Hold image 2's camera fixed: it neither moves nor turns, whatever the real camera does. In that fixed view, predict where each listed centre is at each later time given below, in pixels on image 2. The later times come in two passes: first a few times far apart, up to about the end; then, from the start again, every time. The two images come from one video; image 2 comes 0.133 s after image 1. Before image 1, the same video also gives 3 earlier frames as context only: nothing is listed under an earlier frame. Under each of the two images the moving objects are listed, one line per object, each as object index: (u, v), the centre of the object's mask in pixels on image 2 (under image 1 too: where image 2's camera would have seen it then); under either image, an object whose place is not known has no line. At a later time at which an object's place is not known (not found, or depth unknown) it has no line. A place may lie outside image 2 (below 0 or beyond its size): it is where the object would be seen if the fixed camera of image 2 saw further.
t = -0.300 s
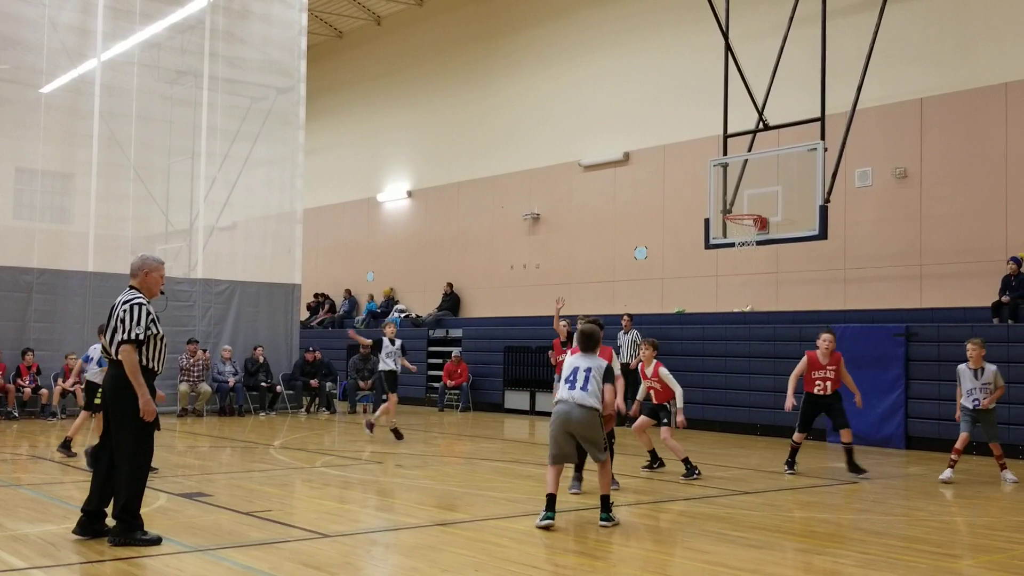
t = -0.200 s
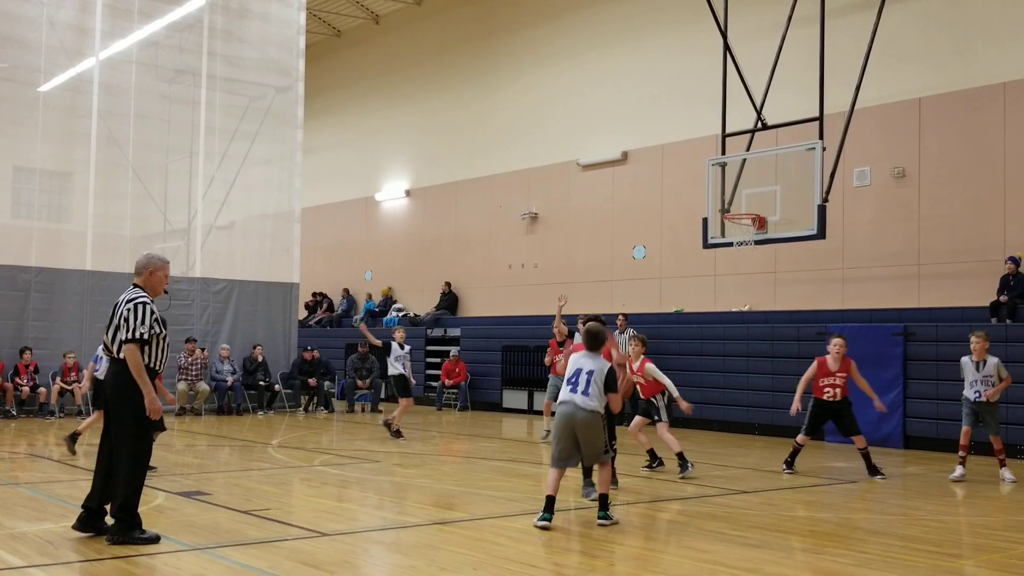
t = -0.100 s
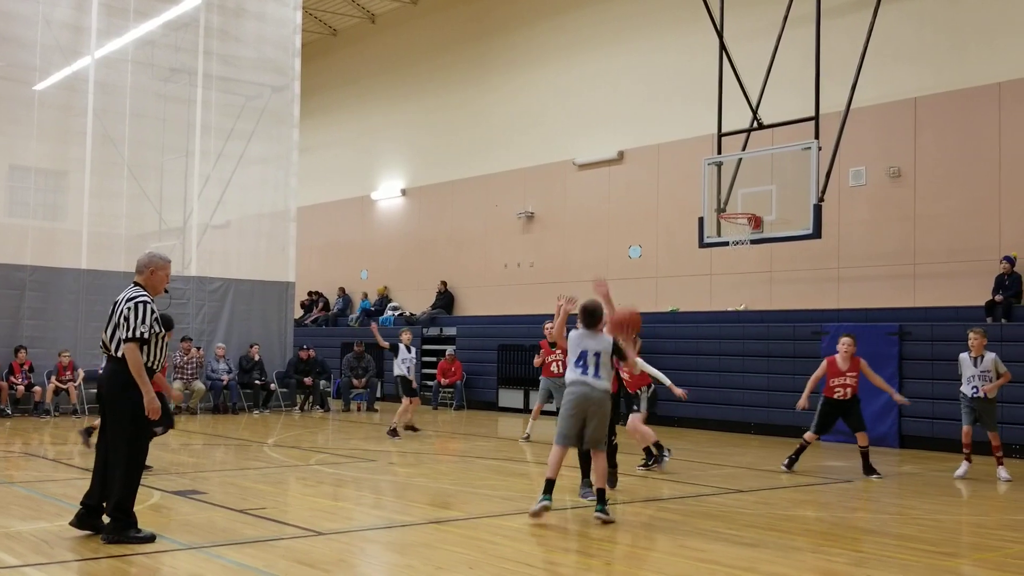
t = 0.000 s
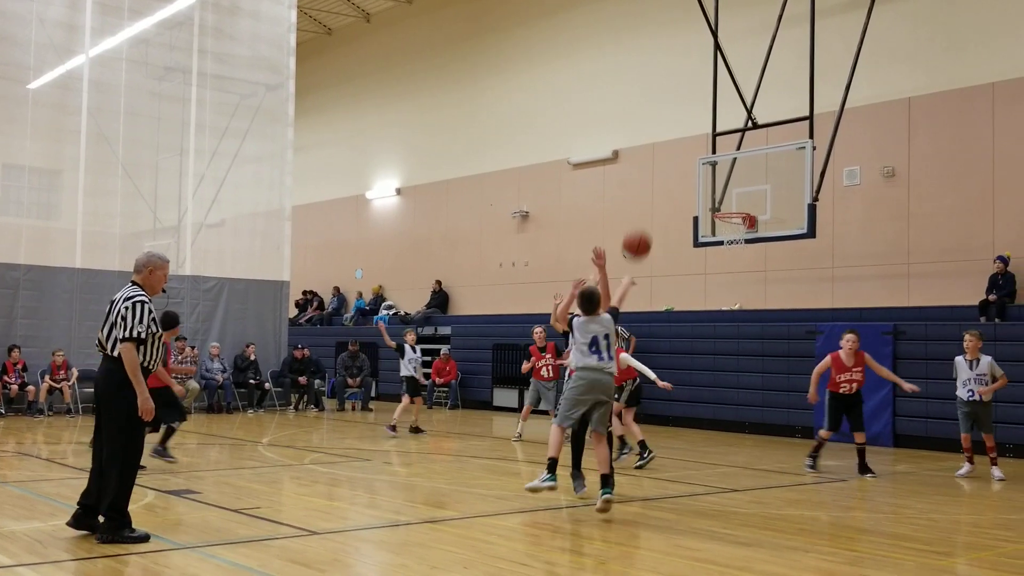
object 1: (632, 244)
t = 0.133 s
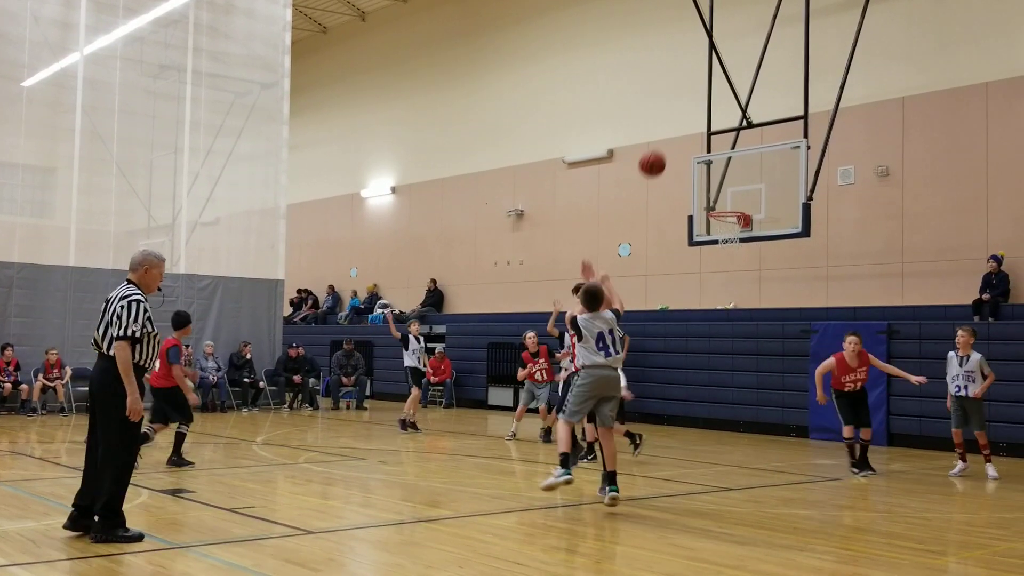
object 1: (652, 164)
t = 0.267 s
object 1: (670, 114)
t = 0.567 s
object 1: (700, 81)
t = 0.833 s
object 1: (718, 121)
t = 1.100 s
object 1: (731, 205)
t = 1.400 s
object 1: (778, 254)
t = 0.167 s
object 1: (657, 149)
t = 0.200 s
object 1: (661, 135)
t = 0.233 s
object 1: (666, 123)
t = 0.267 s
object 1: (670, 114)
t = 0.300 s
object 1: (674, 105)
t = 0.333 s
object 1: (678, 98)
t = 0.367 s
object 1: (681, 92)
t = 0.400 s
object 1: (684, 87)
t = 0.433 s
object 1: (688, 84)
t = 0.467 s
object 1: (691, 82)
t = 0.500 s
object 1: (694, 80)
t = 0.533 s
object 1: (697, 80)
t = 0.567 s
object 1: (700, 81)
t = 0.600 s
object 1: (703, 84)
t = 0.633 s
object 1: (705, 87)
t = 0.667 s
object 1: (708, 90)
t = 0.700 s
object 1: (710, 95)
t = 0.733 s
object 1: (712, 100)
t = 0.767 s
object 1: (715, 106)
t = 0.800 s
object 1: (716, 113)
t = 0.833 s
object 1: (718, 121)
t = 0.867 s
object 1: (720, 130)
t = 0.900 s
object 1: (722, 139)
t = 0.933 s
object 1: (724, 148)
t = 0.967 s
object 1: (726, 159)
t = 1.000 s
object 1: (727, 169)
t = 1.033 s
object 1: (729, 180)
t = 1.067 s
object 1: (730, 193)
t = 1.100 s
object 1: (731, 205)
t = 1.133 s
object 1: (734, 211)
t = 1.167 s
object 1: (739, 213)
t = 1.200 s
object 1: (744, 216)
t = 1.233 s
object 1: (749, 220)
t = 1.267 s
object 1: (755, 224)
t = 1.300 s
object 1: (760, 229)
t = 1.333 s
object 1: (766, 236)
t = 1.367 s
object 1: (772, 245)
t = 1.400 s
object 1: (778, 254)
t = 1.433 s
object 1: (784, 264)
